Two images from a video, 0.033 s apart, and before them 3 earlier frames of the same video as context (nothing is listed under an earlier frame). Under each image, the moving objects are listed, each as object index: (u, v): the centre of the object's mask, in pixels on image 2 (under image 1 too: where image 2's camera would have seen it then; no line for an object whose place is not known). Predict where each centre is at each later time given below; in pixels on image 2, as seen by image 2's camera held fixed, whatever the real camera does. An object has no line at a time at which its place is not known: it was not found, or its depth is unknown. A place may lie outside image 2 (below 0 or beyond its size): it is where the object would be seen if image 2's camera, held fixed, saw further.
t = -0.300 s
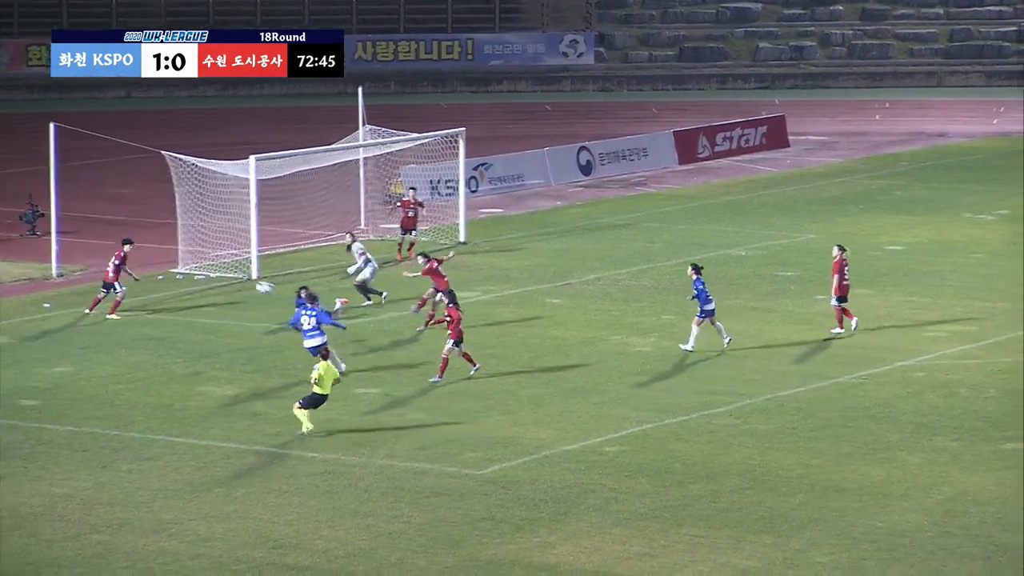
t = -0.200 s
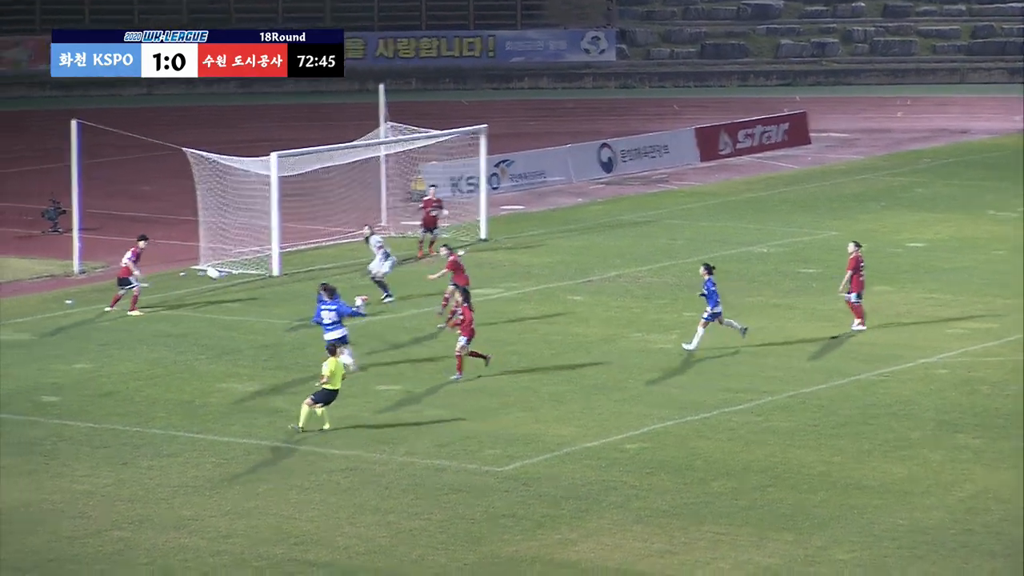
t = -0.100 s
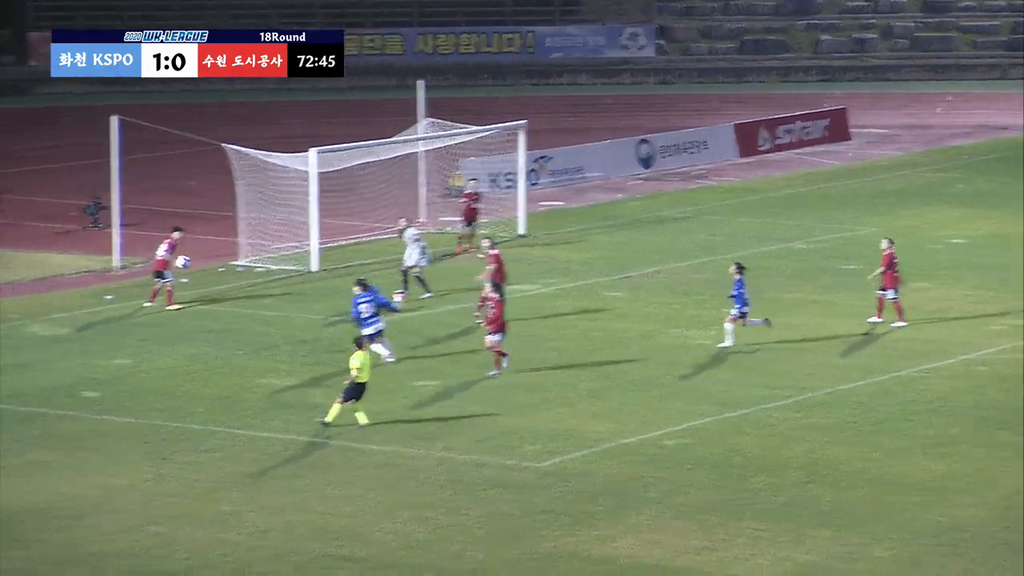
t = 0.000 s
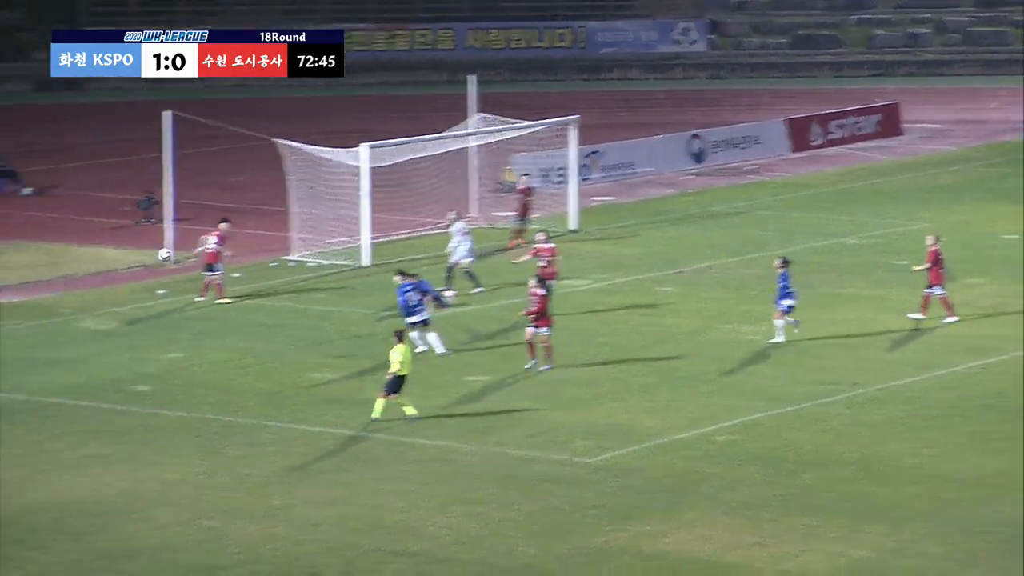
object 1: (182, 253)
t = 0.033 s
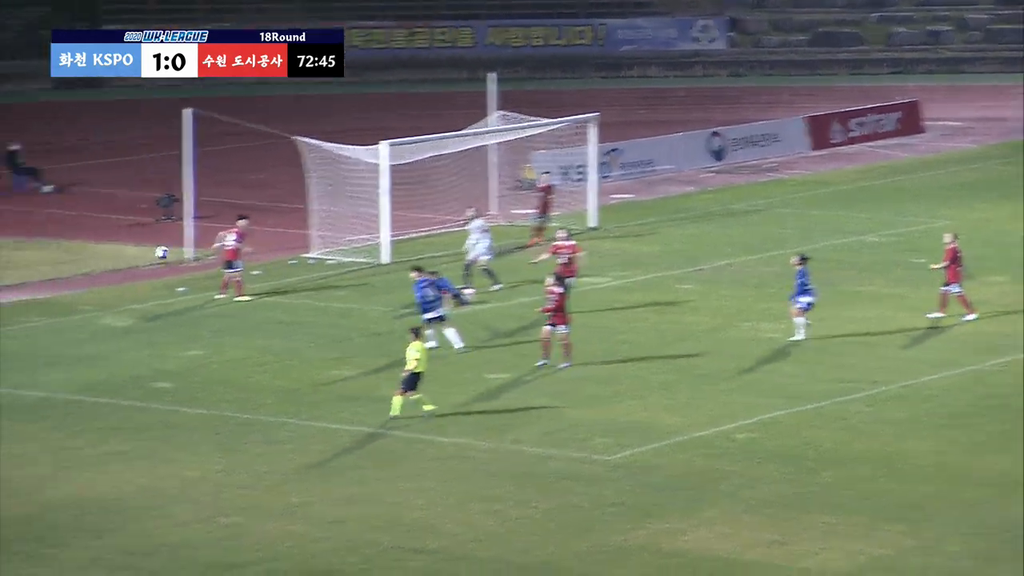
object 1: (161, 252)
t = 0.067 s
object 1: (141, 253)
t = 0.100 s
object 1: (121, 255)
